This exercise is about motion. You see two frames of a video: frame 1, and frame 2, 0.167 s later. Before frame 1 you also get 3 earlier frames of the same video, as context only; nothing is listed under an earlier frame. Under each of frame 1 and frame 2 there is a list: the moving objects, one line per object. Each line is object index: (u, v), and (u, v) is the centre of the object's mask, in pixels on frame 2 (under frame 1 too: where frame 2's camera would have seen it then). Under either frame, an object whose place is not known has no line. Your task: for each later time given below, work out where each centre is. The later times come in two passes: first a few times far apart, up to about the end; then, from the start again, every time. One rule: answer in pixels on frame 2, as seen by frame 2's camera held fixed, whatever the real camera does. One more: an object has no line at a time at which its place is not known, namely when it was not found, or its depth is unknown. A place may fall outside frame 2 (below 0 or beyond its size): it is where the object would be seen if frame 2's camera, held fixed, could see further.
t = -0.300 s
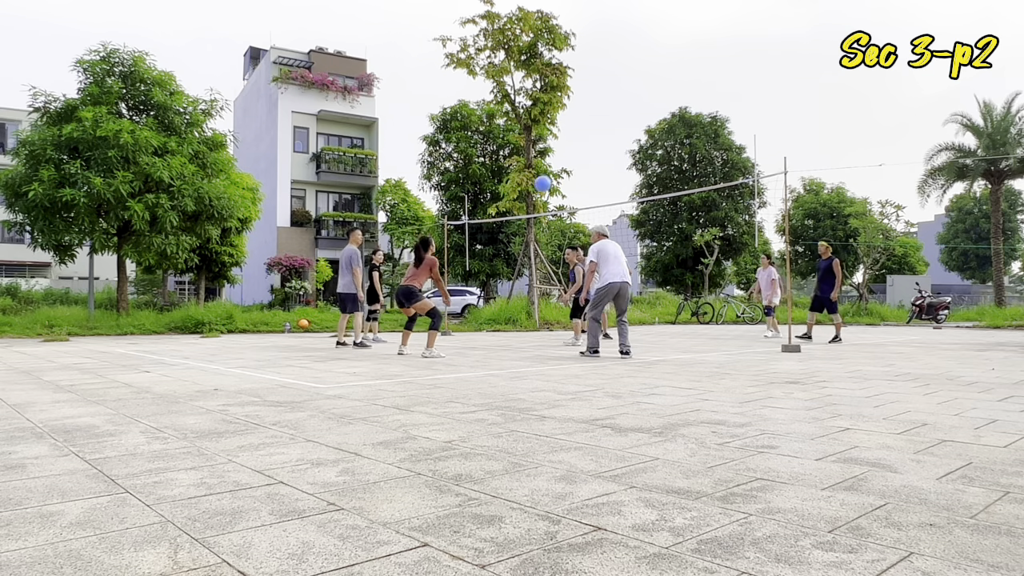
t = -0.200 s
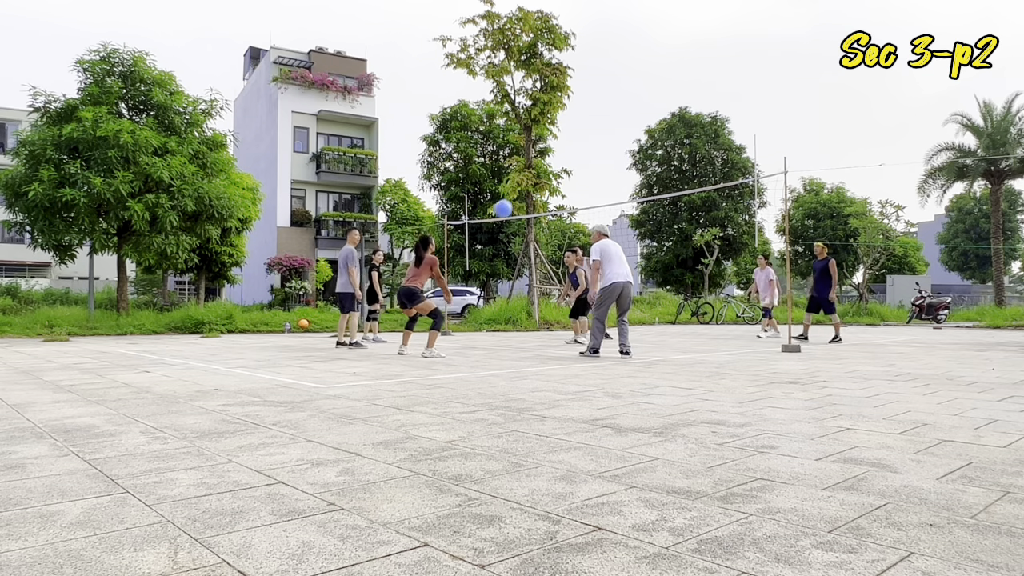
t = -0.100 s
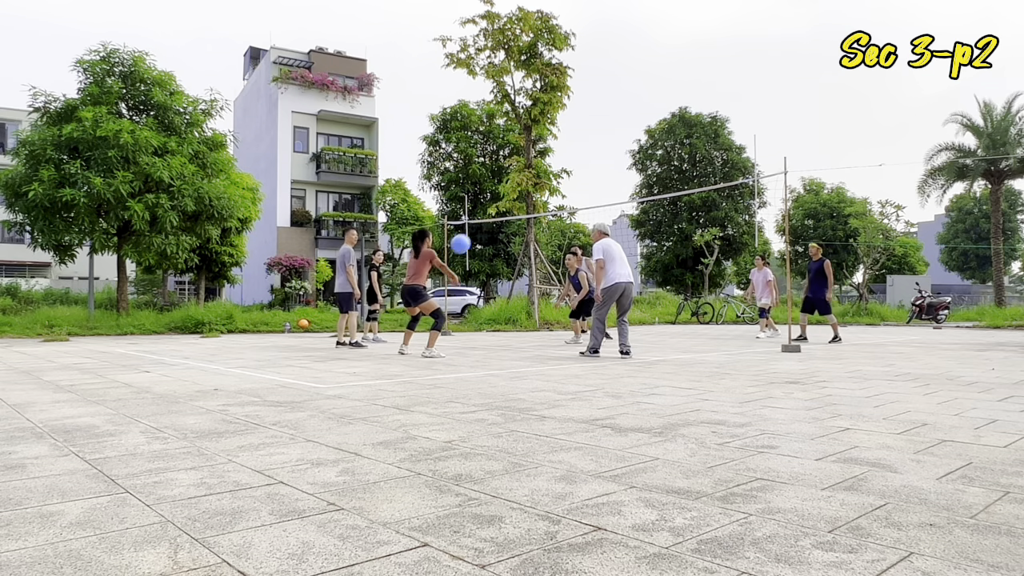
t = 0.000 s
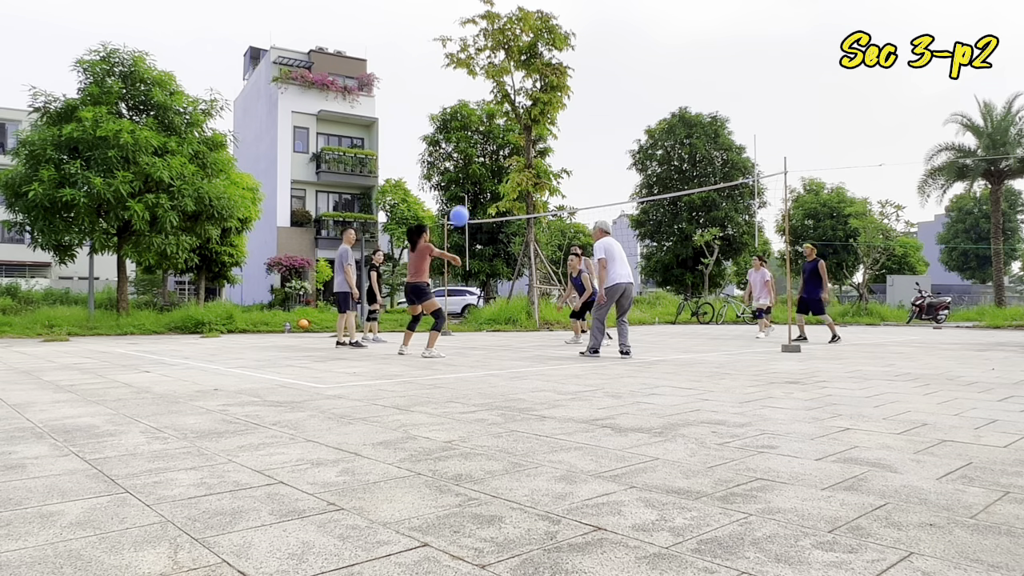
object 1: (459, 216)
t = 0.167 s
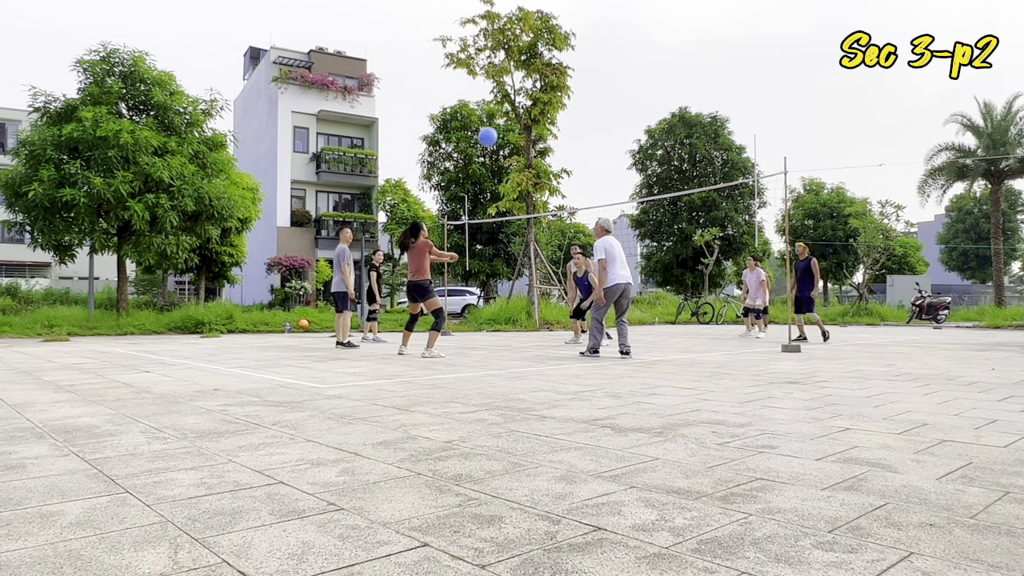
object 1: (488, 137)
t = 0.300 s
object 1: (507, 93)
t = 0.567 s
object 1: (542, 50)
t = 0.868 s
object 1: (578, 65)
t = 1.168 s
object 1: (609, 138)
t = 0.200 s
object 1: (493, 124)
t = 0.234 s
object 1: (497, 112)
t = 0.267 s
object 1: (502, 102)
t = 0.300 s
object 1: (507, 93)
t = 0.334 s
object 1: (511, 84)
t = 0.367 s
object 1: (516, 76)
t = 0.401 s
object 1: (521, 69)
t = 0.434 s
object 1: (525, 64)
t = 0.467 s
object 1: (529, 60)
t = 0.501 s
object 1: (533, 56)
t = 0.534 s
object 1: (538, 53)
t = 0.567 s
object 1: (542, 50)
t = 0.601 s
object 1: (546, 49)
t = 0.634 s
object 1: (551, 48)
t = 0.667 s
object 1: (555, 48)
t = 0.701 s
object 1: (559, 49)
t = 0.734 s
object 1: (562, 50)
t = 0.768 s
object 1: (566, 53)
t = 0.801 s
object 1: (570, 57)
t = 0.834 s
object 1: (574, 60)
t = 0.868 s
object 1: (578, 65)
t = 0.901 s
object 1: (582, 71)
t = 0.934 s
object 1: (585, 77)
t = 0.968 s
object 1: (589, 84)
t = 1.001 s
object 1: (592, 91)
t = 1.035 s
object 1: (596, 100)
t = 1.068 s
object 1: (599, 108)
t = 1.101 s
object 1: (603, 117)
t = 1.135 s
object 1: (606, 128)
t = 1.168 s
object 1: (609, 138)
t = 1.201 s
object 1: (612, 150)
